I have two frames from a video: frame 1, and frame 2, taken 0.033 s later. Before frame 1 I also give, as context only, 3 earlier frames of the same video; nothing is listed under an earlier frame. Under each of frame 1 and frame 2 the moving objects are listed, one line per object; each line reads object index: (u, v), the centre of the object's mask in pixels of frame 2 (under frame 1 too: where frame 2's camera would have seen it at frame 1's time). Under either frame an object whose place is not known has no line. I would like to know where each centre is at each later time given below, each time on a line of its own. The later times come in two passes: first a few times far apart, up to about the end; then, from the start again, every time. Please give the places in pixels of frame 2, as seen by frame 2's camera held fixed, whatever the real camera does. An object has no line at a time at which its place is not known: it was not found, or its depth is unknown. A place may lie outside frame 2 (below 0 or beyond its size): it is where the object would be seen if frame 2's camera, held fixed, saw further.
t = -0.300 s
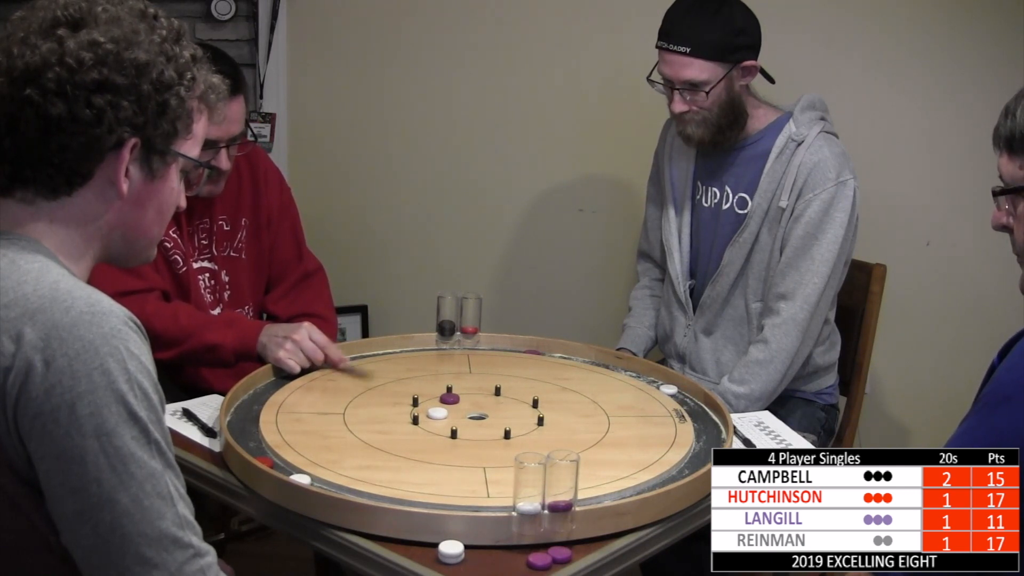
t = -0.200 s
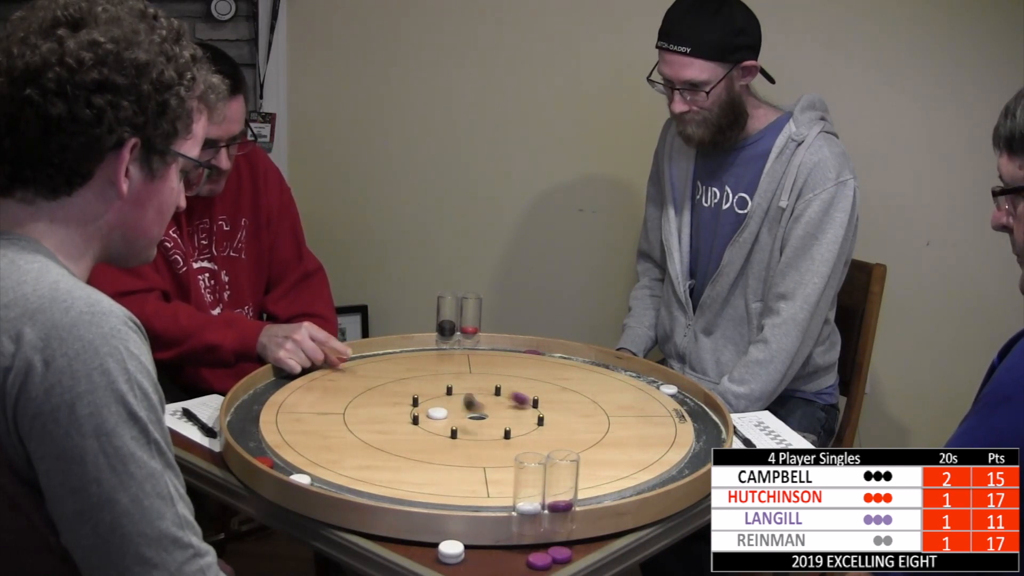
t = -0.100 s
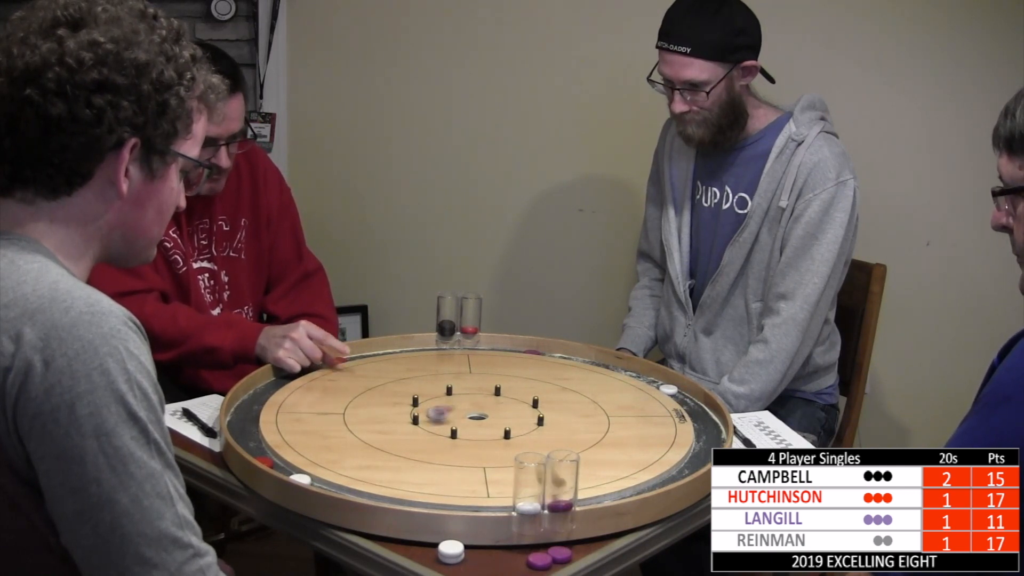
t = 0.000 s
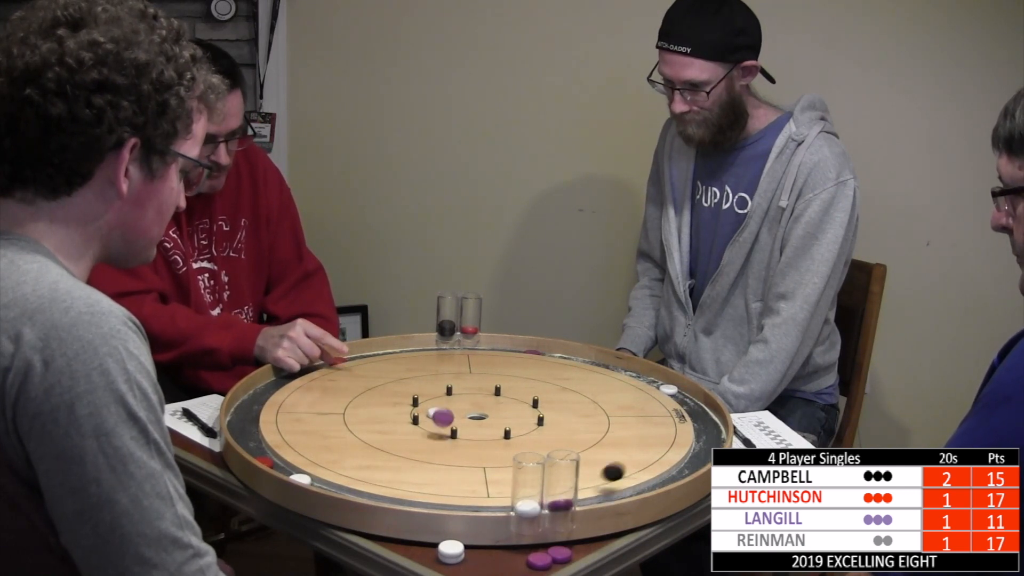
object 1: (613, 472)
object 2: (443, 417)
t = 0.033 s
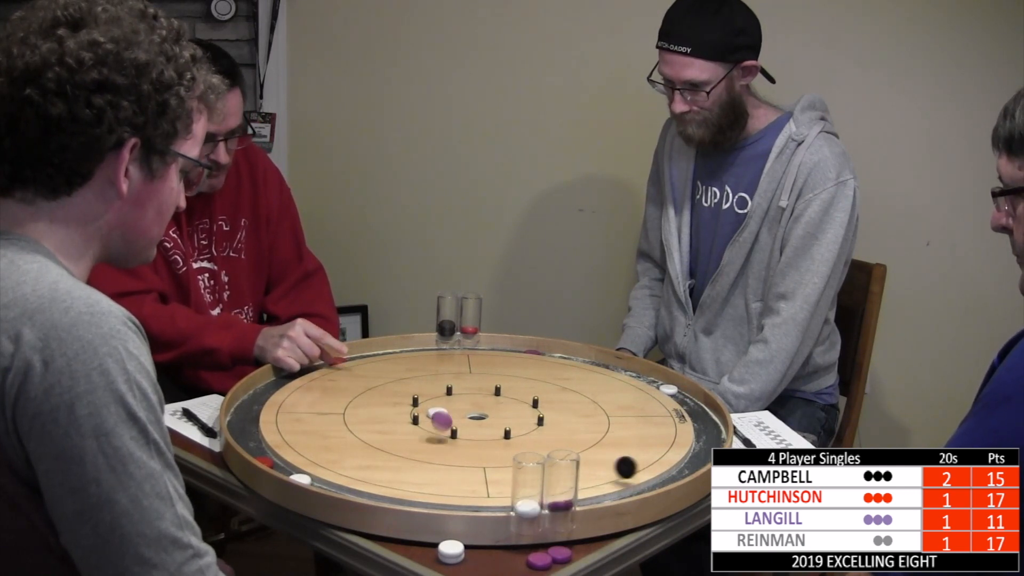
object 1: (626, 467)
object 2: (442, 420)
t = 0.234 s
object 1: (689, 437)
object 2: (431, 449)
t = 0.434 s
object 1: (707, 419)
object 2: (415, 478)
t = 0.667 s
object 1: (695, 407)
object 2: (406, 501)
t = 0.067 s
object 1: (637, 469)
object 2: (440, 432)
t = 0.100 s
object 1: (649, 459)
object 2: (438, 435)
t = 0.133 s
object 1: (659, 457)
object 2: (437, 437)
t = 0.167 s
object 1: (669, 451)
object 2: (435, 446)
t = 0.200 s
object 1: (680, 441)
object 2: (433, 449)
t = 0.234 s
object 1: (689, 437)
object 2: (431, 449)
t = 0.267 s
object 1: (697, 434)
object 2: (428, 457)
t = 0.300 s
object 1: (708, 434)
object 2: (426, 468)
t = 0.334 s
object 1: (717, 429)
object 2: (423, 468)
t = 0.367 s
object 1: (721, 427)
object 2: (420, 475)
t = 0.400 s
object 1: (713, 425)
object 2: (418, 475)
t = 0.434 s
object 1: (707, 419)
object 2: (415, 478)
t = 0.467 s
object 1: (700, 415)
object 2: (413, 483)
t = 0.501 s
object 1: (698, 412)
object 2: (412, 485)
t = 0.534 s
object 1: (700, 413)
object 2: (411, 488)
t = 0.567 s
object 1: (701, 411)
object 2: (409, 498)
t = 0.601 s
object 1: (702, 406)
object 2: (409, 499)
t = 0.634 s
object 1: (699, 405)
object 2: (408, 501)
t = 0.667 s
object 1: (695, 407)
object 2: (406, 501)
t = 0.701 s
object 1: (693, 406)
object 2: (405, 501)
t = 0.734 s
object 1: (691, 405)
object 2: (404, 501)
